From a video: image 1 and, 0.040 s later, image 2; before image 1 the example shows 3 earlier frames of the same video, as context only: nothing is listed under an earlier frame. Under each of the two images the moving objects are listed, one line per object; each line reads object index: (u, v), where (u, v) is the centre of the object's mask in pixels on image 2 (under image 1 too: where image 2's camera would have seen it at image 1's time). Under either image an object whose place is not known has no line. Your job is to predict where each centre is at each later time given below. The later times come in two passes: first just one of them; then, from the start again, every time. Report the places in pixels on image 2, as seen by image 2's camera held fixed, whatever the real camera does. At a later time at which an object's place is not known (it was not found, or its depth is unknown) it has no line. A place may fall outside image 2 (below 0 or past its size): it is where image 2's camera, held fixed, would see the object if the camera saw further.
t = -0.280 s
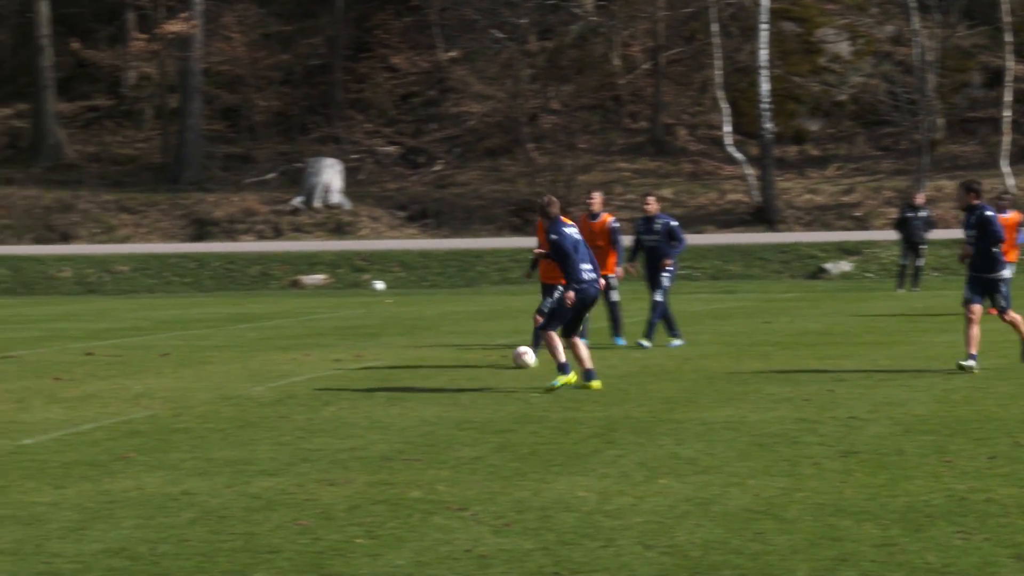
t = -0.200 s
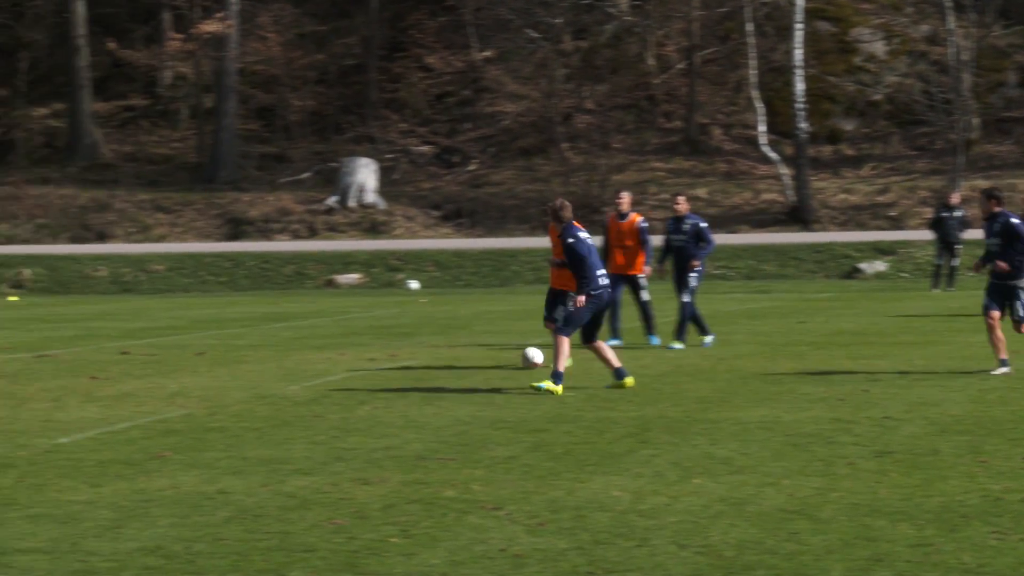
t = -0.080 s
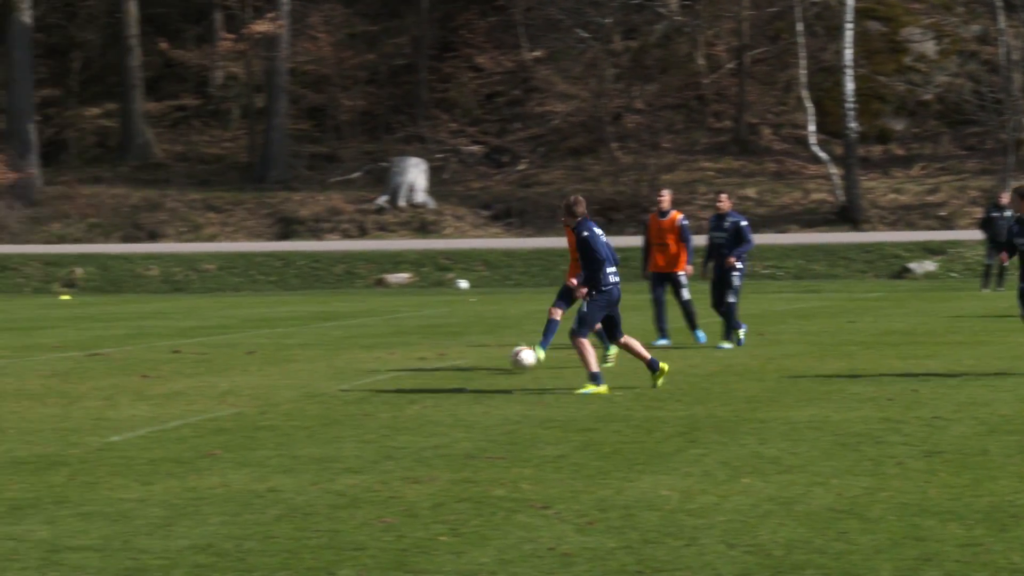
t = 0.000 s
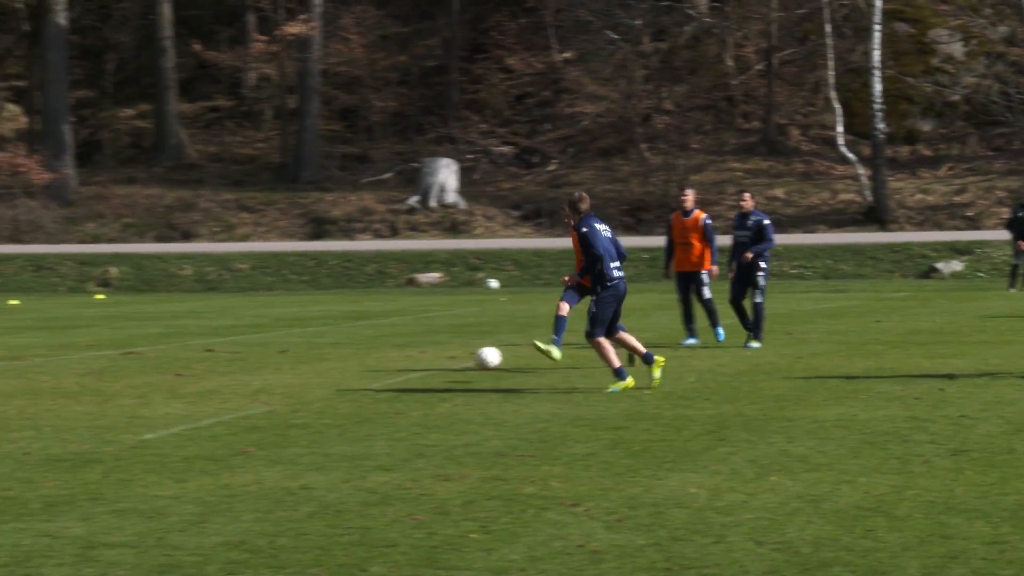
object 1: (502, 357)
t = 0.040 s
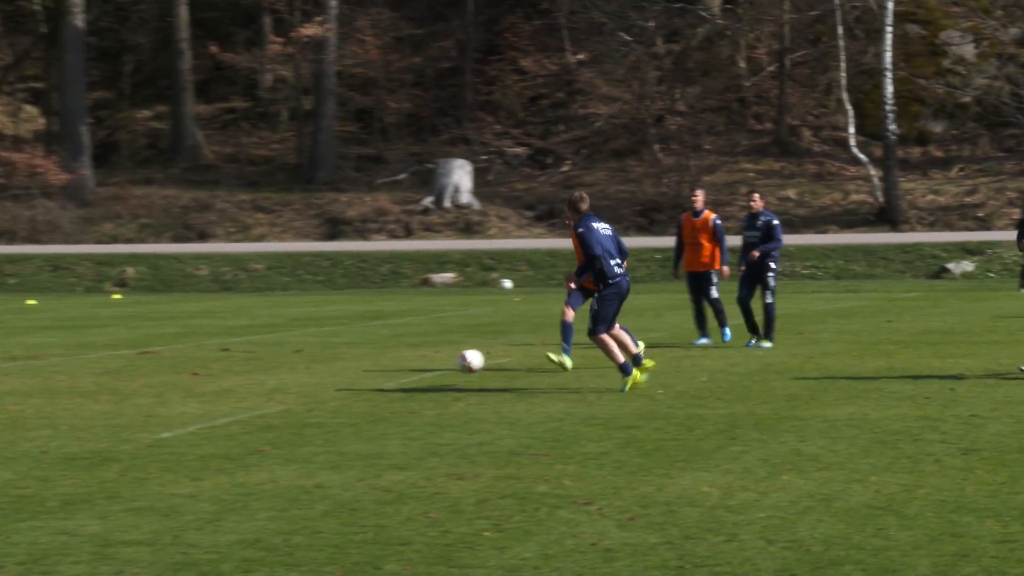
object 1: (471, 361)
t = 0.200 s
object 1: (336, 394)
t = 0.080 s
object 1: (437, 366)
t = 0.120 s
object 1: (405, 373)
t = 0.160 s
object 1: (372, 382)
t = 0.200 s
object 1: (336, 394)
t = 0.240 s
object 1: (305, 399)
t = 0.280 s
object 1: (276, 395)
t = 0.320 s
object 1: (248, 393)
